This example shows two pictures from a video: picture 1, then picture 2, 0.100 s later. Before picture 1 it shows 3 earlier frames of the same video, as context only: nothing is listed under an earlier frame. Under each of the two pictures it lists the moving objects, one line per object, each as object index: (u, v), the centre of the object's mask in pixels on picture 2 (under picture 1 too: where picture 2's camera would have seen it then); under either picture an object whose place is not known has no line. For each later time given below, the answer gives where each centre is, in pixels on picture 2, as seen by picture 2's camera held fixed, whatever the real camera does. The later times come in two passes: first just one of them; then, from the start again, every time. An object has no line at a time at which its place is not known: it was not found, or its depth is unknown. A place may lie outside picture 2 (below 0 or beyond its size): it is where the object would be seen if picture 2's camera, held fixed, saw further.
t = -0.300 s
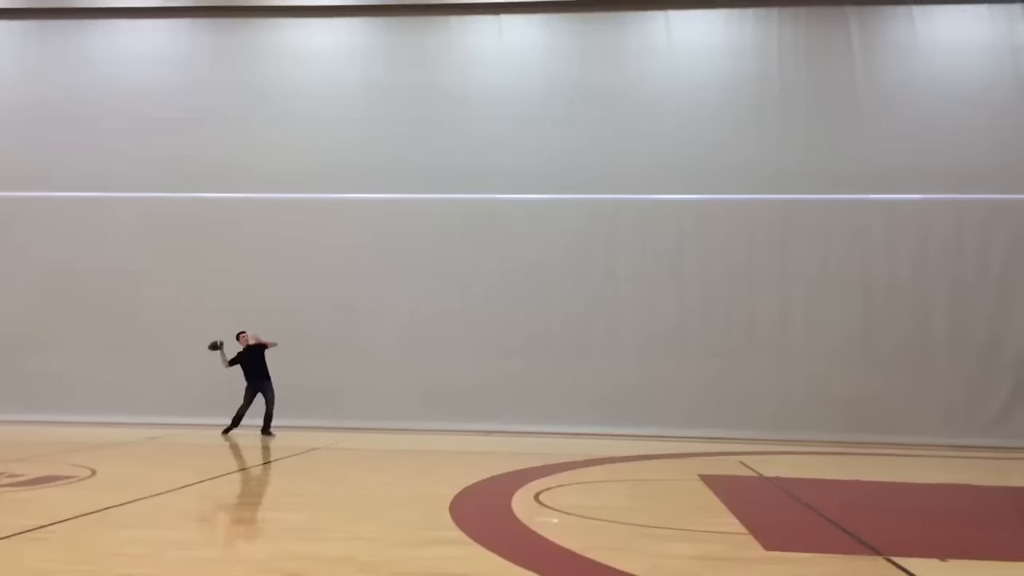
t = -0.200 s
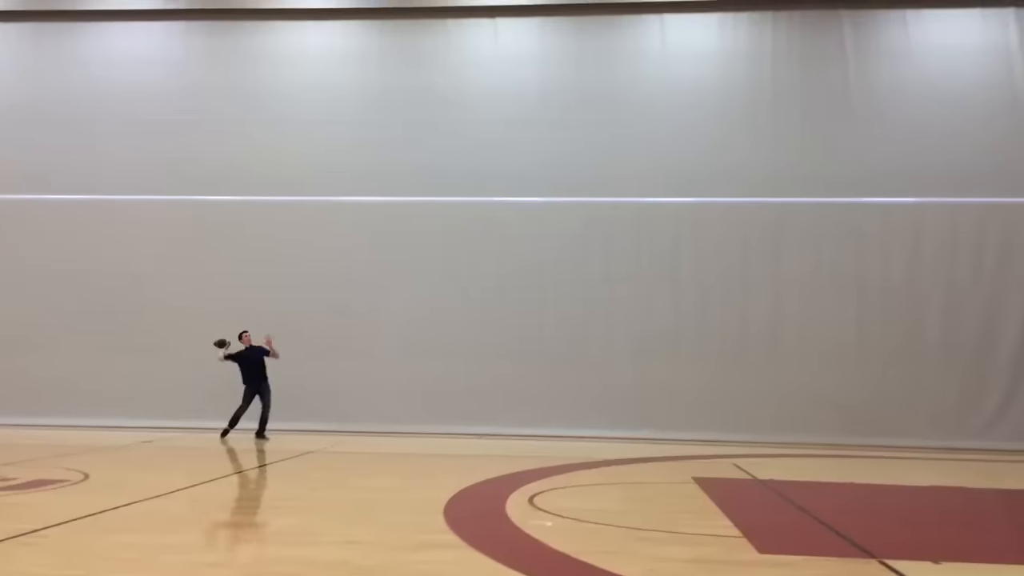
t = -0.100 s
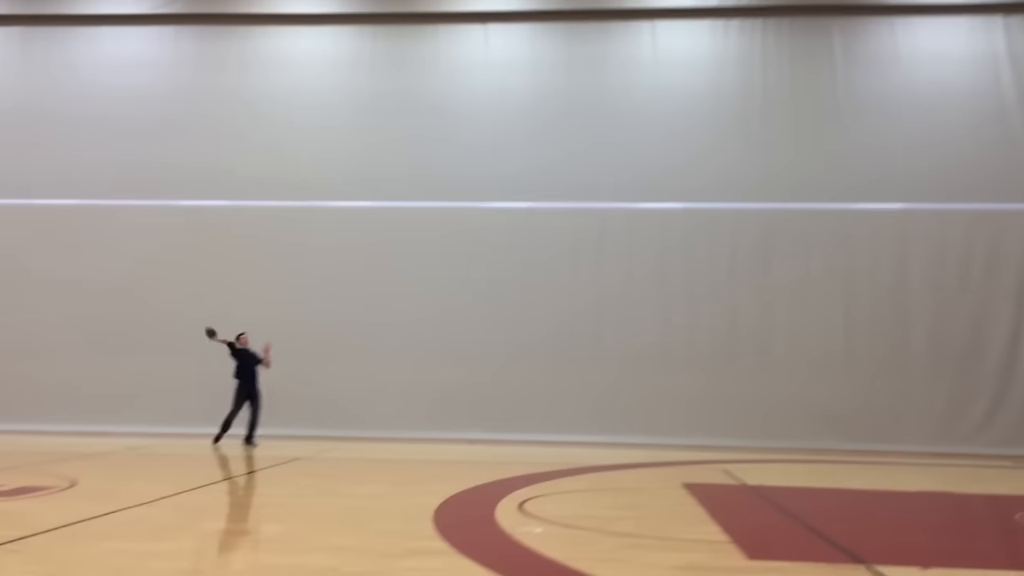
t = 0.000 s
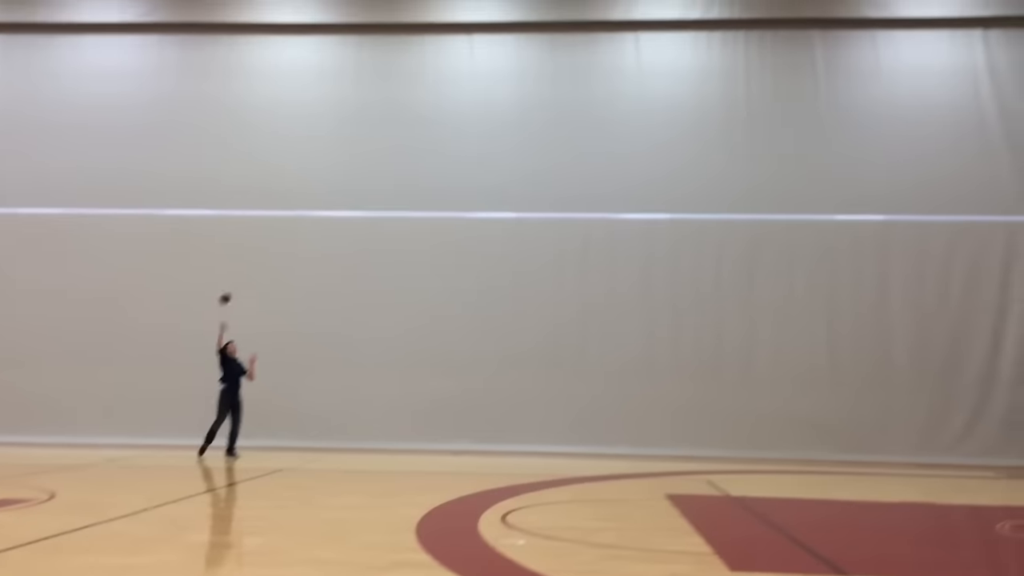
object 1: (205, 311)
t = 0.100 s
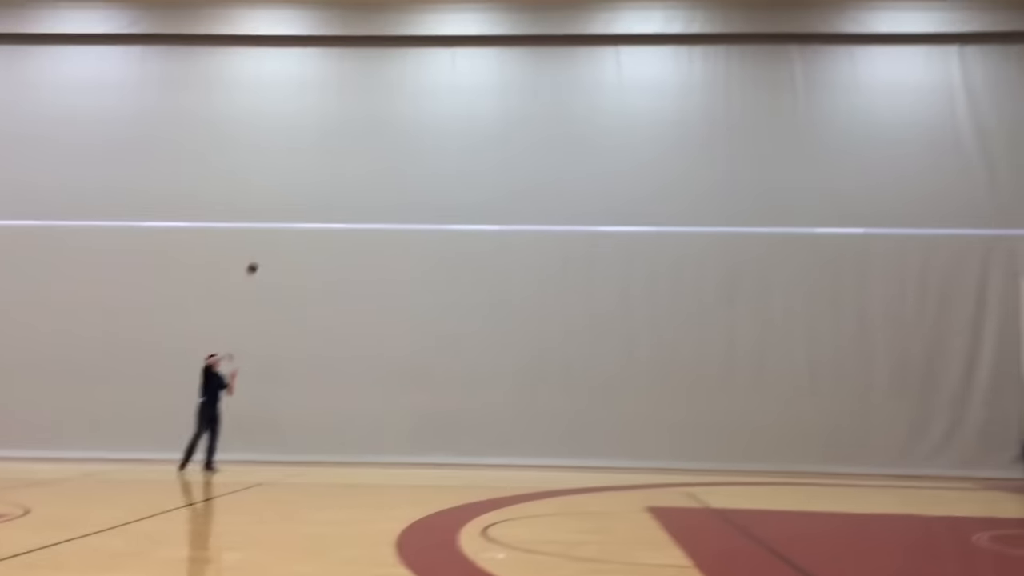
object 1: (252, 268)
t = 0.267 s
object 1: (331, 206)
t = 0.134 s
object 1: (267, 254)
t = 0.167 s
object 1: (282, 241)
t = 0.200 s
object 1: (299, 228)
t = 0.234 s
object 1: (315, 217)
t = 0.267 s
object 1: (331, 206)
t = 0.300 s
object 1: (348, 196)
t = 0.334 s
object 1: (365, 185)
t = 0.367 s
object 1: (382, 176)
